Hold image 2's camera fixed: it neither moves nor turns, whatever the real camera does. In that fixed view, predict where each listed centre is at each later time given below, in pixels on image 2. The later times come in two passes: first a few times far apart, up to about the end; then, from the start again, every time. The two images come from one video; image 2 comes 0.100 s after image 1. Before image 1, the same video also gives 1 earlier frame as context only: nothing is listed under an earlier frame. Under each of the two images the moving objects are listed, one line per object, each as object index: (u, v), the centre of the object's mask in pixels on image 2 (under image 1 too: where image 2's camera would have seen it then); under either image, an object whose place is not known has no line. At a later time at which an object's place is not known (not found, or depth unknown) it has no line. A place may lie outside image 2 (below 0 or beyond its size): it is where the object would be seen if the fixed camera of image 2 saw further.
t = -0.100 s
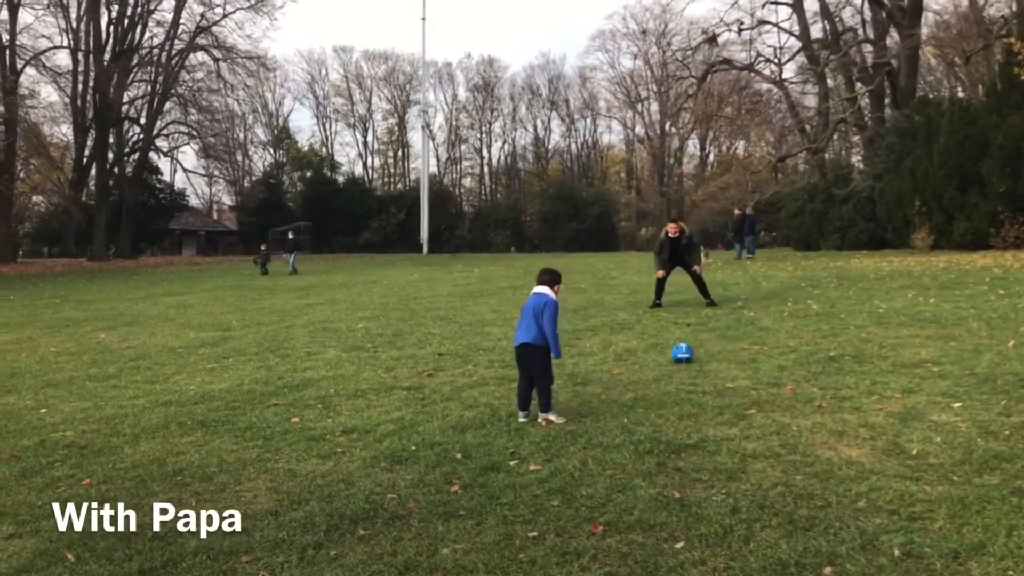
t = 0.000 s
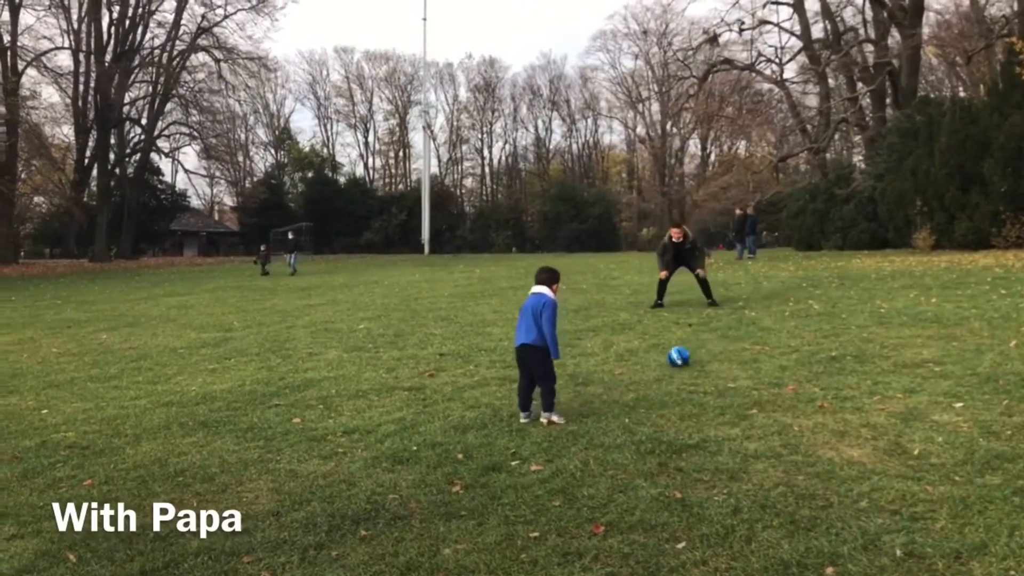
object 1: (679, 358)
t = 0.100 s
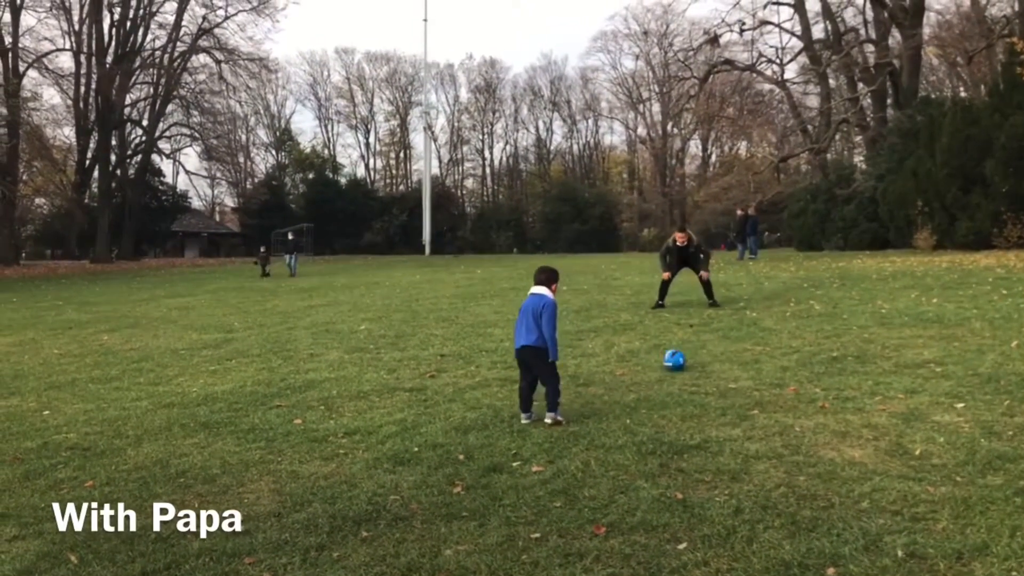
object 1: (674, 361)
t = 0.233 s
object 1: (666, 363)
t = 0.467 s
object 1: (649, 369)
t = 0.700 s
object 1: (632, 375)
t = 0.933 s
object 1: (613, 382)
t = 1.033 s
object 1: (605, 385)
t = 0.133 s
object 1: (673, 361)
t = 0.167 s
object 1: (670, 362)
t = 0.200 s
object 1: (668, 363)
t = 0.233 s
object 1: (666, 363)
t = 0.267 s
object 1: (663, 364)
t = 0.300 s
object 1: (661, 366)
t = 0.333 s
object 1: (659, 366)
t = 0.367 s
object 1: (657, 367)
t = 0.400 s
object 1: (654, 368)
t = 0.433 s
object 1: (651, 368)
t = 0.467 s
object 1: (649, 369)
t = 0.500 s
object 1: (646, 370)
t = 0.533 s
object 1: (644, 371)
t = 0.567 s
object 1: (642, 372)
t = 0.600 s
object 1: (639, 372)
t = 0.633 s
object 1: (636, 374)
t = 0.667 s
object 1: (635, 374)
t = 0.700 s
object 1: (632, 375)
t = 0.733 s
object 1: (629, 376)
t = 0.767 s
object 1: (627, 378)
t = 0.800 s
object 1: (624, 379)
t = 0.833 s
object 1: (622, 380)
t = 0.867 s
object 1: (619, 380)
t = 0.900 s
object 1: (616, 381)
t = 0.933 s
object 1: (613, 382)
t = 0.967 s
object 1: (611, 383)
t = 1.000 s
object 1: (608, 385)
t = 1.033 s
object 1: (605, 385)
